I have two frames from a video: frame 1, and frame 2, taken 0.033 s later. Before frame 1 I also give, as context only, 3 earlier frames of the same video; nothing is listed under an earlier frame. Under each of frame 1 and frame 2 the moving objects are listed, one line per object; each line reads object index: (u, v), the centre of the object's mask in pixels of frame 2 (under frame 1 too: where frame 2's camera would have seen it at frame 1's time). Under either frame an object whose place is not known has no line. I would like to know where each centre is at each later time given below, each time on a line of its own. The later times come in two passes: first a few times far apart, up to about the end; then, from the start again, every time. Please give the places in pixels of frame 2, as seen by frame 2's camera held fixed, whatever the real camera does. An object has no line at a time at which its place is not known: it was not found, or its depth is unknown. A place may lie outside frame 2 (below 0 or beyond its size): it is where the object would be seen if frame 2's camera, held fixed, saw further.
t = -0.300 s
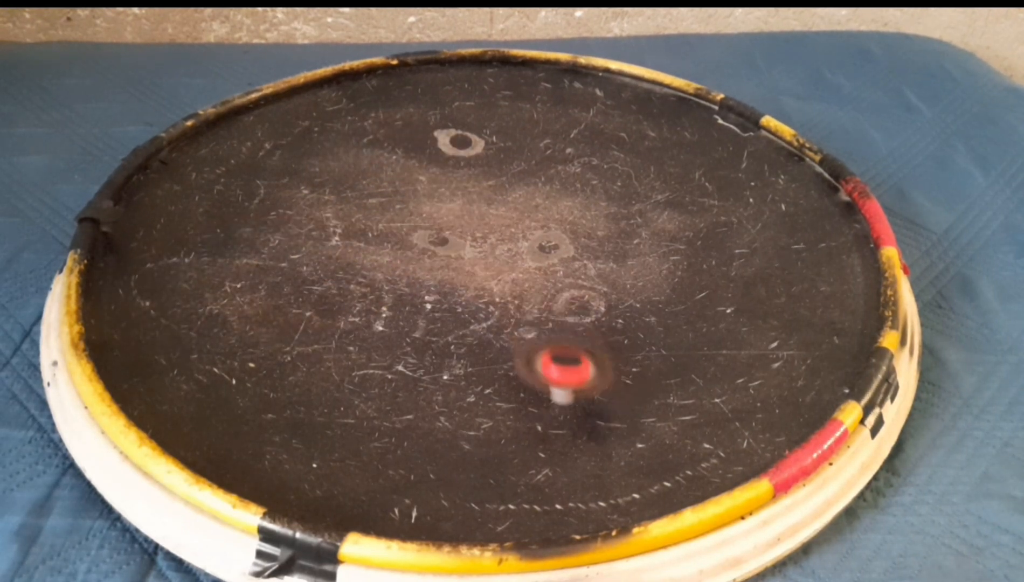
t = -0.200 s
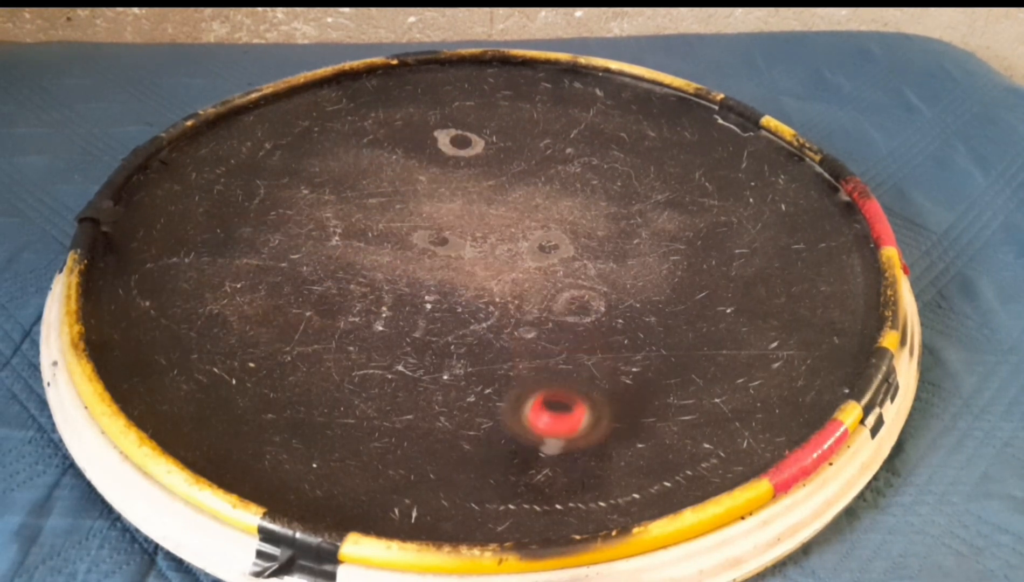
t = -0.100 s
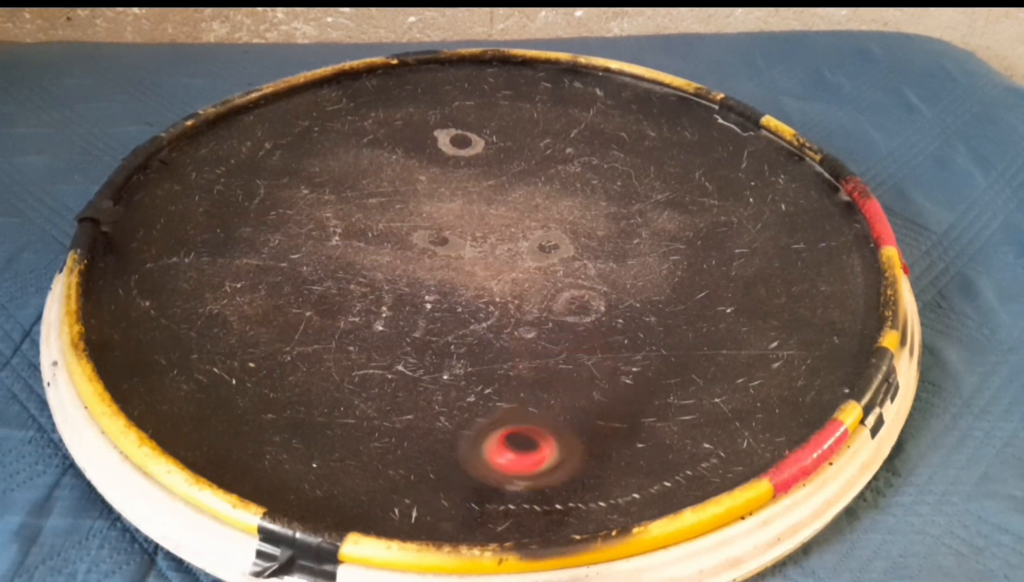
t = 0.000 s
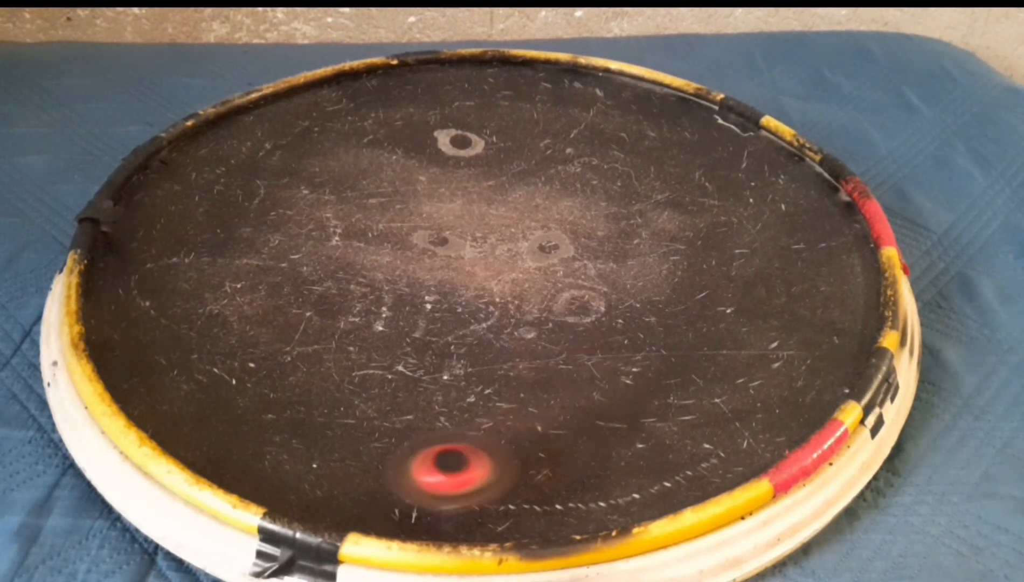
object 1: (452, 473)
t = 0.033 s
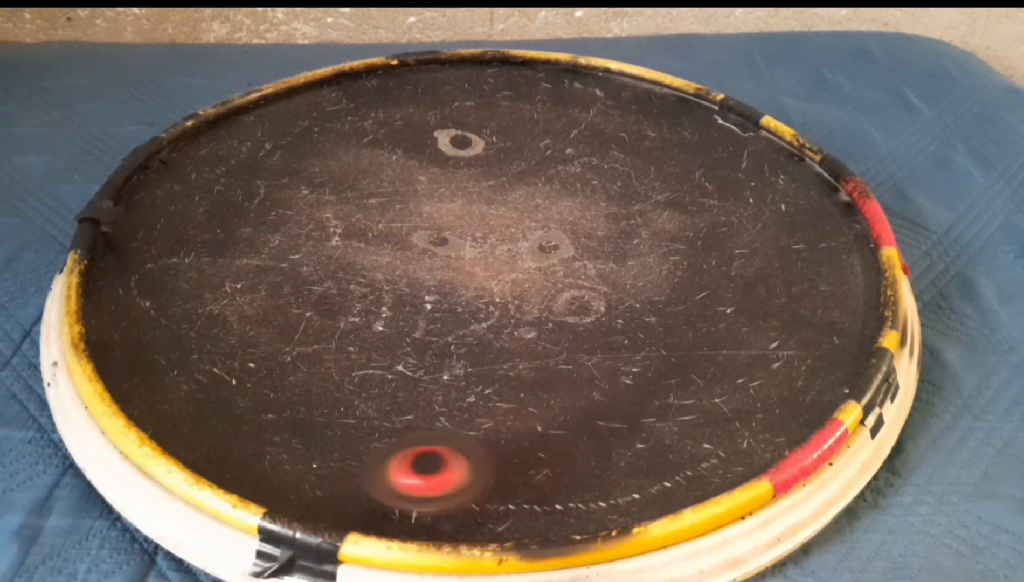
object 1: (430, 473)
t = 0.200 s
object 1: (343, 437)
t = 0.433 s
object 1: (381, 326)
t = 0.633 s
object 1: (498, 260)
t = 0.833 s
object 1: (638, 241)
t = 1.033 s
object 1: (736, 256)
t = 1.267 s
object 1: (804, 312)
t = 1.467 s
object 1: (736, 369)
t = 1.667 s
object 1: (575, 353)
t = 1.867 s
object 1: (487, 281)
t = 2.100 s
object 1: (489, 200)
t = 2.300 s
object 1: (551, 151)
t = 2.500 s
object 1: (640, 132)
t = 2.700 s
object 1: (715, 168)
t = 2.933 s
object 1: (657, 247)
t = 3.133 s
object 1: (517, 262)
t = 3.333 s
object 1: (401, 230)
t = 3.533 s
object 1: (357, 177)
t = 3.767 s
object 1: (394, 129)
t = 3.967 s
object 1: (478, 127)
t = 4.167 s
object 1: (548, 172)
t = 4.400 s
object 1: (545, 248)
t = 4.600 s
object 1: (466, 302)
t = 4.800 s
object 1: (323, 321)
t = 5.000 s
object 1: (238, 280)
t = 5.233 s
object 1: (277, 218)
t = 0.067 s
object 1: (409, 471)
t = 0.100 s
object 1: (387, 470)
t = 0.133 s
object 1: (369, 461)
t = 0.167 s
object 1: (354, 450)
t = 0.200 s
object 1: (343, 437)
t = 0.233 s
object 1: (336, 423)
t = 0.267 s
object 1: (331, 408)
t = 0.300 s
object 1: (336, 391)
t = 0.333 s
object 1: (337, 373)
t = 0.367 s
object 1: (350, 357)
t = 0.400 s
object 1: (366, 342)
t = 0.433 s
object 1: (381, 326)
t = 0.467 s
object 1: (400, 313)
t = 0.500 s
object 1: (416, 298)
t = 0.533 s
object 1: (433, 285)
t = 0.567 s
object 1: (456, 275)
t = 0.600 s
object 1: (476, 267)
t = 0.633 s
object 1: (498, 260)
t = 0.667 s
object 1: (523, 254)
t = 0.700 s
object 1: (545, 249)
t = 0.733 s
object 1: (570, 246)
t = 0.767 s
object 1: (593, 244)
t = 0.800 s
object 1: (615, 242)
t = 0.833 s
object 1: (638, 241)
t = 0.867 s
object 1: (654, 241)
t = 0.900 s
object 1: (672, 244)
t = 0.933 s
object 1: (687, 245)
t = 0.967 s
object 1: (705, 248)
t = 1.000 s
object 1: (721, 252)
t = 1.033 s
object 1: (736, 256)
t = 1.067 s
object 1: (750, 261)
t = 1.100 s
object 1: (763, 267)
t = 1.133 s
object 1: (776, 274)
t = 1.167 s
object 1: (785, 281)
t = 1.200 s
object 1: (796, 292)
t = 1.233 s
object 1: (803, 301)
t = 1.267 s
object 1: (804, 312)
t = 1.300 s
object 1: (803, 324)
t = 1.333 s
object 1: (797, 333)
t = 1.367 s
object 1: (787, 342)
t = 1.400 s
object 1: (775, 352)
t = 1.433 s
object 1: (759, 360)
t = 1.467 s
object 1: (736, 369)
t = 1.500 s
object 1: (711, 374)
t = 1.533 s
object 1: (685, 375)
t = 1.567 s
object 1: (656, 373)
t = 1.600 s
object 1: (632, 368)
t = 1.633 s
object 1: (600, 362)
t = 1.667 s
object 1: (575, 353)
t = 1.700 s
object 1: (551, 341)
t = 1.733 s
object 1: (531, 330)
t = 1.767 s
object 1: (515, 318)
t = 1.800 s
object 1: (505, 305)
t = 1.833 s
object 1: (494, 293)
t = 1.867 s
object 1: (487, 281)
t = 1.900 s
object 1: (483, 267)
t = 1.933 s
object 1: (481, 255)
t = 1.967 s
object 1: (478, 240)
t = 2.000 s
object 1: (479, 230)
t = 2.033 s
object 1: (480, 219)
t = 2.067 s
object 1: (483, 209)
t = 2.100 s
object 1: (489, 200)
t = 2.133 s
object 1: (496, 190)
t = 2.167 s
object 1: (504, 182)
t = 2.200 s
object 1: (514, 173)
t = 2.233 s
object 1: (526, 165)
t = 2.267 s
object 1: (538, 157)
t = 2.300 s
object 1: (551, 151)
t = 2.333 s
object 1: (564, 146)
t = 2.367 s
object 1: (580, 140)
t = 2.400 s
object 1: (596, 136)
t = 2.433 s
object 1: (611, 134)
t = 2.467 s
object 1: (625, 133)
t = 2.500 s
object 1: (640, 132)
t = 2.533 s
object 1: (655, 134)
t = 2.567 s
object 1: (669, 137)
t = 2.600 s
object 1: (683, 142)
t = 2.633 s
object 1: (695, 150)
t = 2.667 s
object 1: (707, 158)
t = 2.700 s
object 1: (715, 168)
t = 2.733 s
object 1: (718, 179)
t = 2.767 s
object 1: (718, 191)
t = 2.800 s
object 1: (714, 203)
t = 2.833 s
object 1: (705, 215)
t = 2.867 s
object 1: (694, 226)
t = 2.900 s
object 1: (678, 237)
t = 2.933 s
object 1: (657, 247)
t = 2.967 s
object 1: (637, 256)
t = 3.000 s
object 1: (610, 262)
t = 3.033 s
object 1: (589, 265)
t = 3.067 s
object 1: (565, 266)
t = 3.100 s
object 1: (539, 265)
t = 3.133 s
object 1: (517, 262)
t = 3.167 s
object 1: (496, 260)
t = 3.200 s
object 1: (474, 257)
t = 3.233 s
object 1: (452, 251)
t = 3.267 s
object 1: (433, 244)
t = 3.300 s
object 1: (415, 237)
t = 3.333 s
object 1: (401, 230)
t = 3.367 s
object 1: (389, 223)
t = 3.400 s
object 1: (377, 214)
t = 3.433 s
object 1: (368, 205)
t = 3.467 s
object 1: (362, 195)
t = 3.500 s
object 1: (357, 186)
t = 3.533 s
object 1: (357, 177)
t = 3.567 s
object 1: (357, 169)
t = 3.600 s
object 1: (357, 161)
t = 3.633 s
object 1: (361, 153)
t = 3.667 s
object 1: (367, 144)
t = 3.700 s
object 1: (375, 138)
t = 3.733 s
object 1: (383, 132)
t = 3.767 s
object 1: (394, 129)
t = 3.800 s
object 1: (409, 125)
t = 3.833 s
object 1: (421, 123)
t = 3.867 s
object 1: (435, 122)
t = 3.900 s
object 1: (449, 122)
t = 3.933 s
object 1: (462, 124)
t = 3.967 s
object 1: (478, 127)
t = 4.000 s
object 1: (492, 131)
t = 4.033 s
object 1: (505, 136)
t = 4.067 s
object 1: (516, 142)
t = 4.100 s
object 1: (528, 151)
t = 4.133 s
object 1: (538, 161)
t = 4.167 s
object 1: (548, 172)
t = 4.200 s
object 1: (554, 183)
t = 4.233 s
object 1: (557, 193)
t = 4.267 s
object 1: (558, 204)
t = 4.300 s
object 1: (559, 216)
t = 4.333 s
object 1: (556, 227)
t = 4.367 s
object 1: (553, 238)
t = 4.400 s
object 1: (545, 248)
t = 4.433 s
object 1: (537, 258)
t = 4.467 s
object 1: (526, 268)
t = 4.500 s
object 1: (516, 277)
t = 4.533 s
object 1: (503, 286)
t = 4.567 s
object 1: (483, 293)
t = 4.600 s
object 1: (466, 302)
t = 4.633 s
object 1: (443, 308)
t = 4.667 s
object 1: (420, 314)
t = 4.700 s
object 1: (397, 318)
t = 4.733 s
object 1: (376, 321)
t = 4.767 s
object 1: (346, 322)
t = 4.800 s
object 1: (323, 321)
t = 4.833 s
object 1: (306, 317)
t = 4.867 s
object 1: (286, 311)
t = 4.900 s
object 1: (270, 305)
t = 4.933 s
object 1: (256, 297)
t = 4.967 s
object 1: (246, 289)
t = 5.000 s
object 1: (238, 280)
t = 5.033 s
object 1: (231, 271)
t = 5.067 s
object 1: (227, 262)
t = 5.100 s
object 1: (231, 252)
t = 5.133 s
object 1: (235, 243)
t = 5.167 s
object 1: (244, 234)
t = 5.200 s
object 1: (257, 225)
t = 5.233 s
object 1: (277, 218)
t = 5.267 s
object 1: (294, 212)
